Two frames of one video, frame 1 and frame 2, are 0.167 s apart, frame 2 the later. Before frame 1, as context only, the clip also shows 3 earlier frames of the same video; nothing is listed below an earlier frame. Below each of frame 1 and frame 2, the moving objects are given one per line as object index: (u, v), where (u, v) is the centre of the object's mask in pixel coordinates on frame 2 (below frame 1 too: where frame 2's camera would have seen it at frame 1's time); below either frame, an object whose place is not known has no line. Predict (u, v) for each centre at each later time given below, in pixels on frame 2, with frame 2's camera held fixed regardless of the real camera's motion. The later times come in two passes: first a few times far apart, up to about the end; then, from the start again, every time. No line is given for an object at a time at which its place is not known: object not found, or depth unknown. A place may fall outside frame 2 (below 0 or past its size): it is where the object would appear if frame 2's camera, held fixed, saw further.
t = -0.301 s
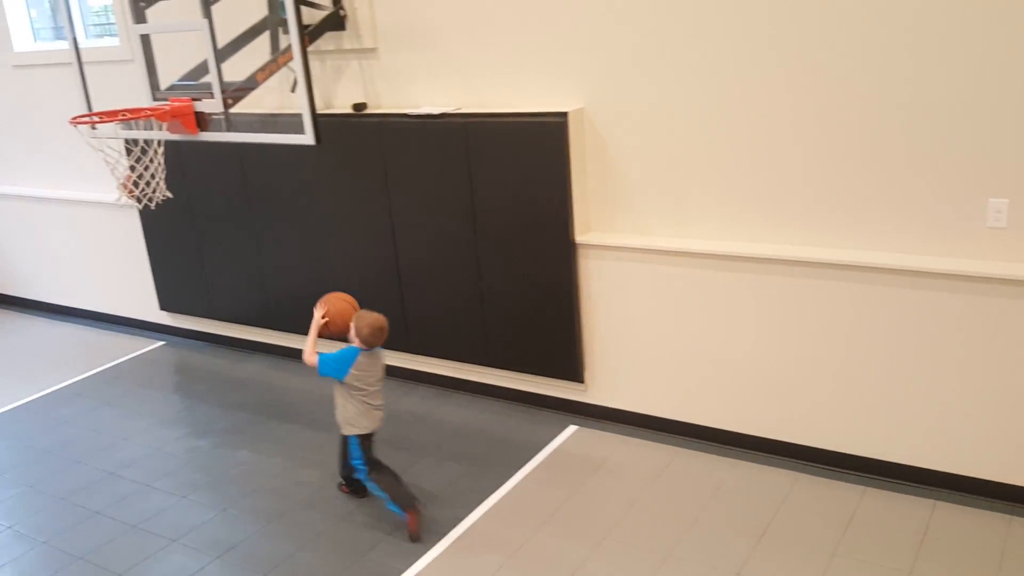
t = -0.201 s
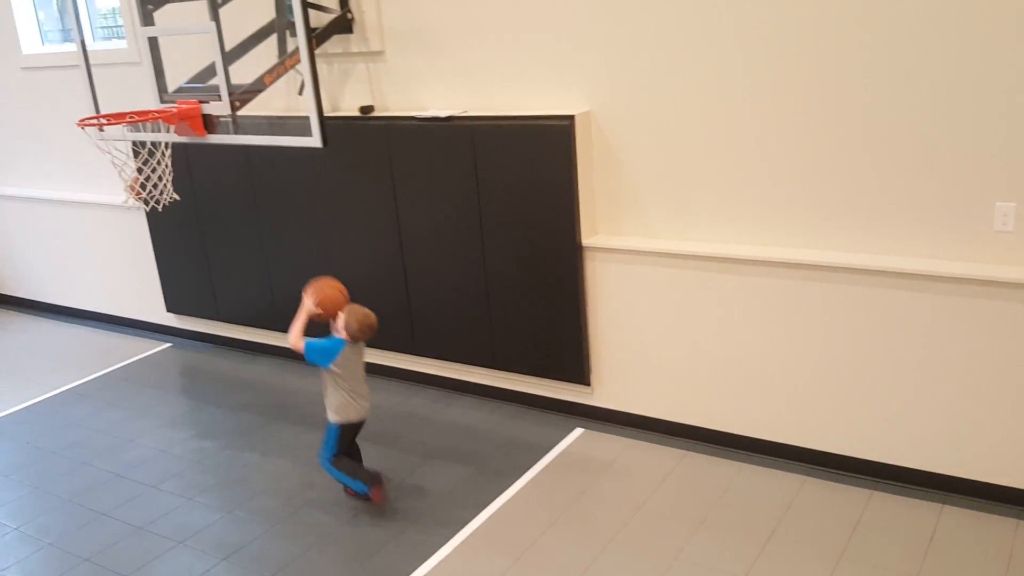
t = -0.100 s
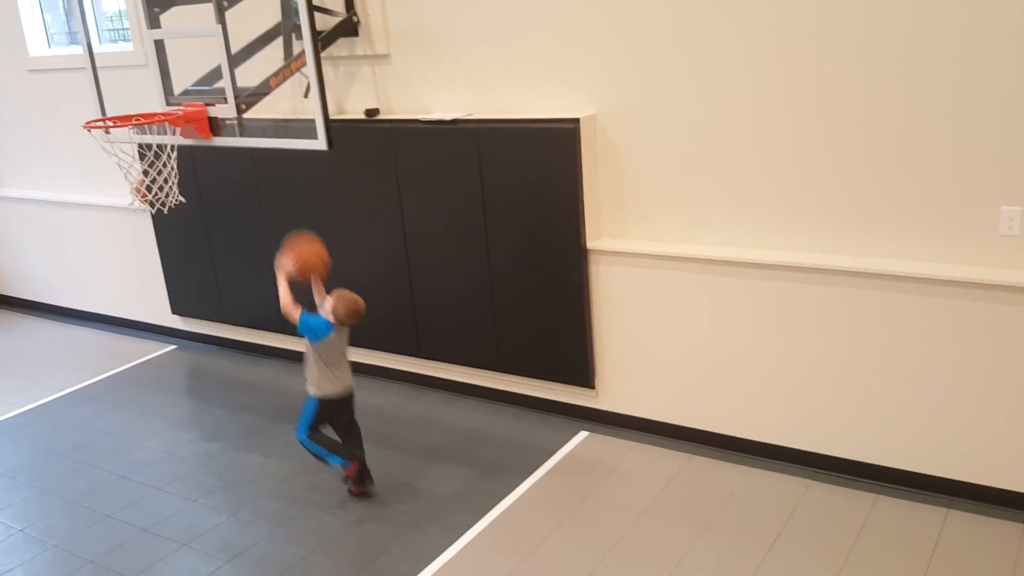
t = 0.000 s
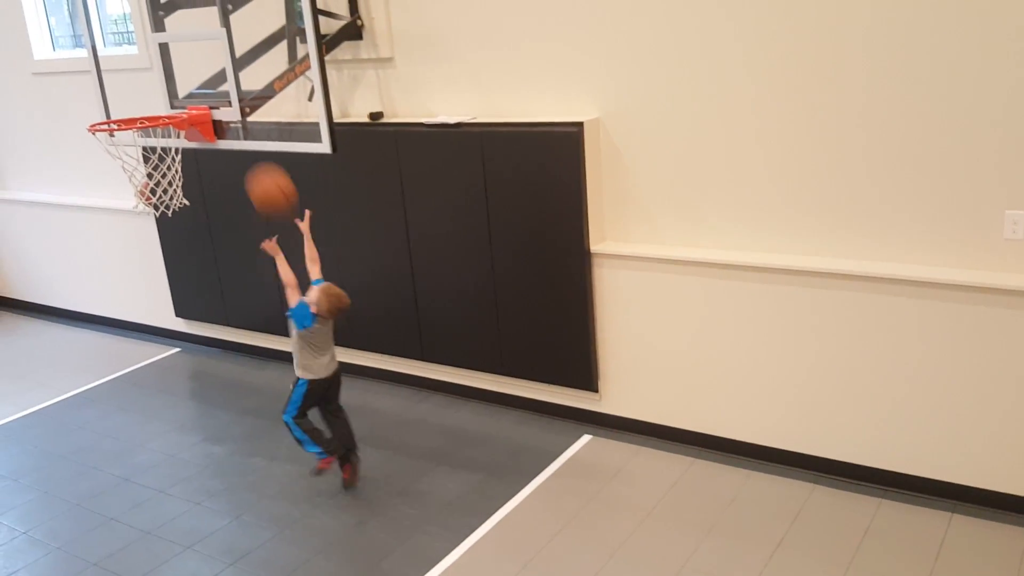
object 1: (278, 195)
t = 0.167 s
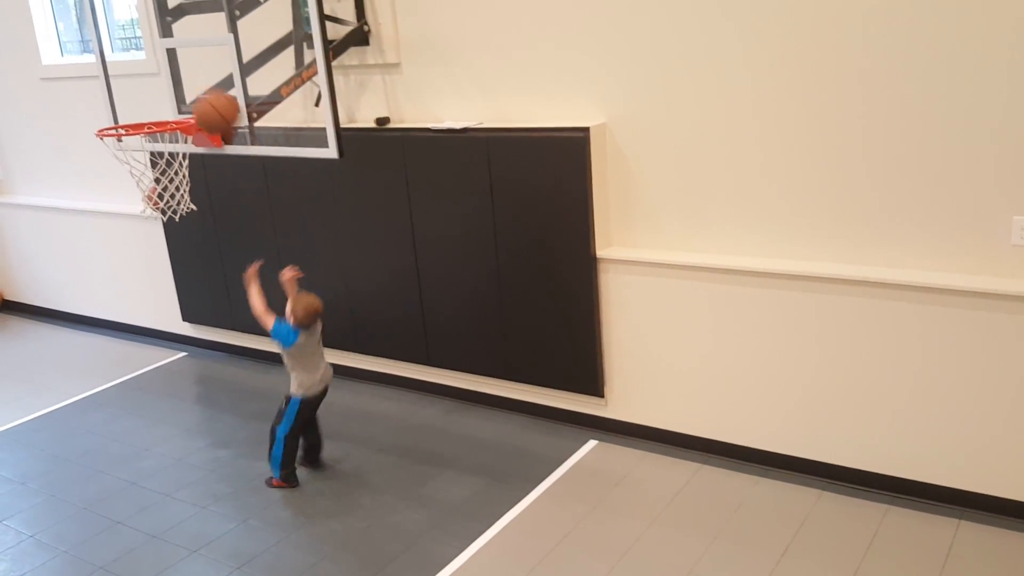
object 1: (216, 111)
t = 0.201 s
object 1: (205, 101)
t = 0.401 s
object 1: (148, 88)
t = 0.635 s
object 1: (152, 149)
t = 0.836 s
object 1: (202, 212)
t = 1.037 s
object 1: (237, 312)
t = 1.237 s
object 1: (268, 428)
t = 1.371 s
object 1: (253, 363)
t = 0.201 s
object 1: (205, 101)
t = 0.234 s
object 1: (194, 94)
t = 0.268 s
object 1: (184, 88)
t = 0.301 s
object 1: (174, 85)
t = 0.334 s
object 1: (165, 84)
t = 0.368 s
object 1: (157, 85)
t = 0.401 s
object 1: (148, 88)
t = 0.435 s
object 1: (140, 94)
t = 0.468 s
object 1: (133, 102)
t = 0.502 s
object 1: (126, 112)
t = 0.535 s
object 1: (121, 122)
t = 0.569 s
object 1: (127, 130)
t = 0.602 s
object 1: (138, 137)
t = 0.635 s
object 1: (152, 149)
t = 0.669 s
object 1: (163, 155)
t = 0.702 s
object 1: (177, 169)
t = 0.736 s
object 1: (186, 182)
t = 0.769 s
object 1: (194, 191)
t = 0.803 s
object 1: (198, 202)
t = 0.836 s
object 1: (202, 212)
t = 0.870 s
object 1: (206, 222)
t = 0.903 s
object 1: (212, 237)
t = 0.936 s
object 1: (218, 253)
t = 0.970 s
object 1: (224, 272)
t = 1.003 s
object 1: (231, 293)
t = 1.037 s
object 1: (237, 312)
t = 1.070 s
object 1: (243, 336)
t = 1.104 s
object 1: (251, 367)
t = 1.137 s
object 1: (258, 391)
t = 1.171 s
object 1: (265, 419)
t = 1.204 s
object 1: (271, 445)
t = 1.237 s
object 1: (268, 428)
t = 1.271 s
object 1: (264, 410)
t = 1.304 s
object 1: (260, 393)
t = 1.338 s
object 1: (256, 376)
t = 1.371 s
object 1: (253, 363)
